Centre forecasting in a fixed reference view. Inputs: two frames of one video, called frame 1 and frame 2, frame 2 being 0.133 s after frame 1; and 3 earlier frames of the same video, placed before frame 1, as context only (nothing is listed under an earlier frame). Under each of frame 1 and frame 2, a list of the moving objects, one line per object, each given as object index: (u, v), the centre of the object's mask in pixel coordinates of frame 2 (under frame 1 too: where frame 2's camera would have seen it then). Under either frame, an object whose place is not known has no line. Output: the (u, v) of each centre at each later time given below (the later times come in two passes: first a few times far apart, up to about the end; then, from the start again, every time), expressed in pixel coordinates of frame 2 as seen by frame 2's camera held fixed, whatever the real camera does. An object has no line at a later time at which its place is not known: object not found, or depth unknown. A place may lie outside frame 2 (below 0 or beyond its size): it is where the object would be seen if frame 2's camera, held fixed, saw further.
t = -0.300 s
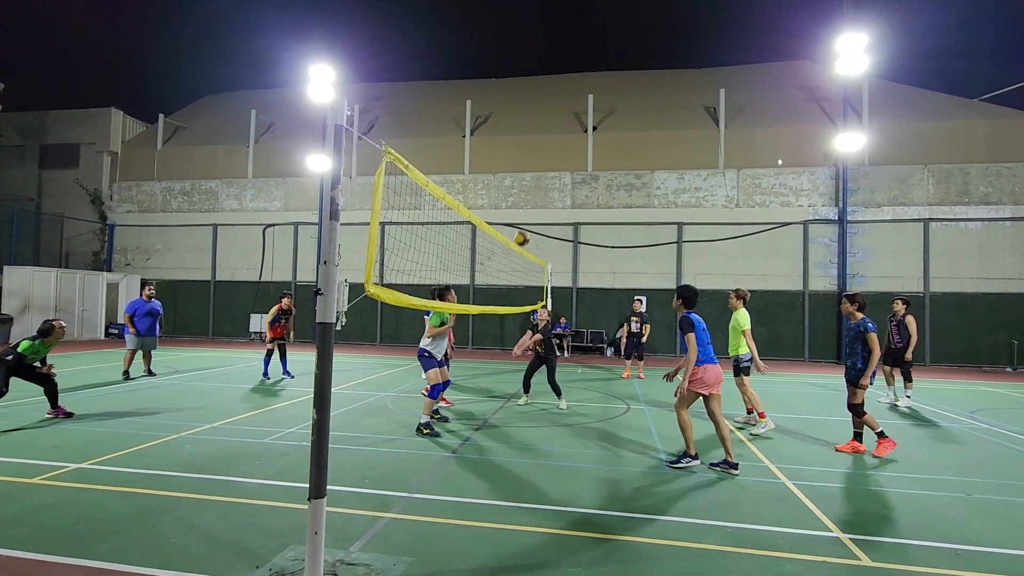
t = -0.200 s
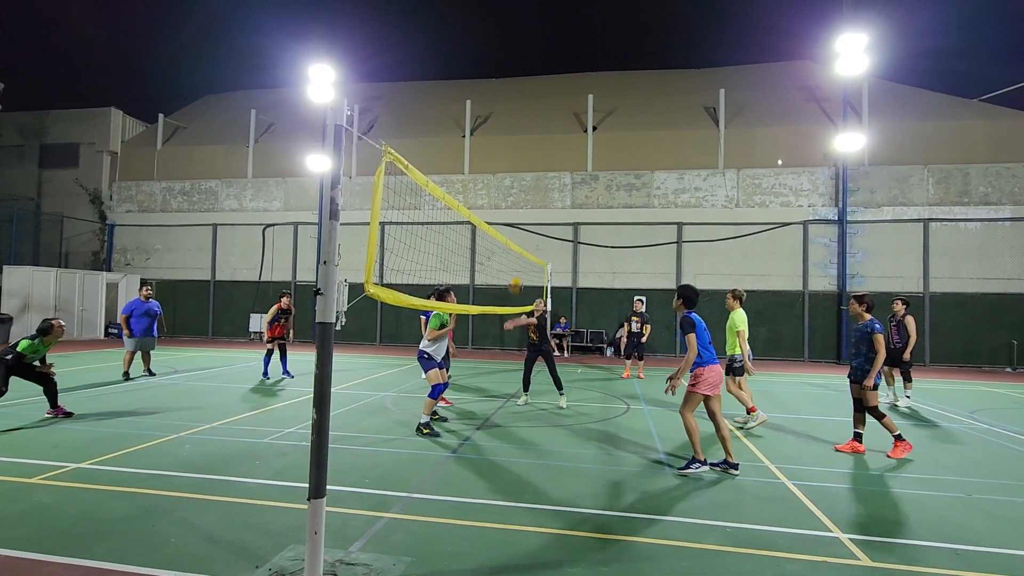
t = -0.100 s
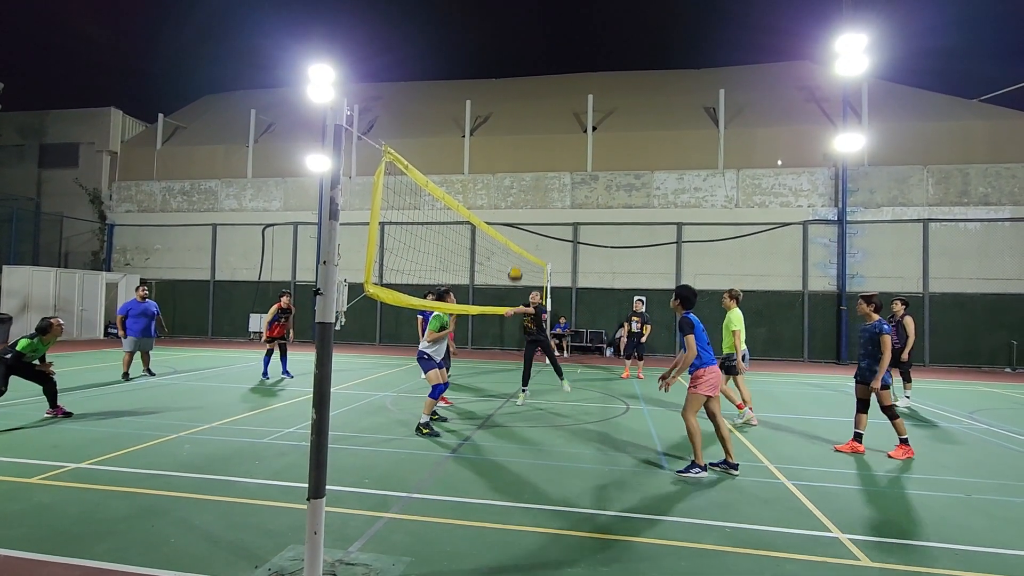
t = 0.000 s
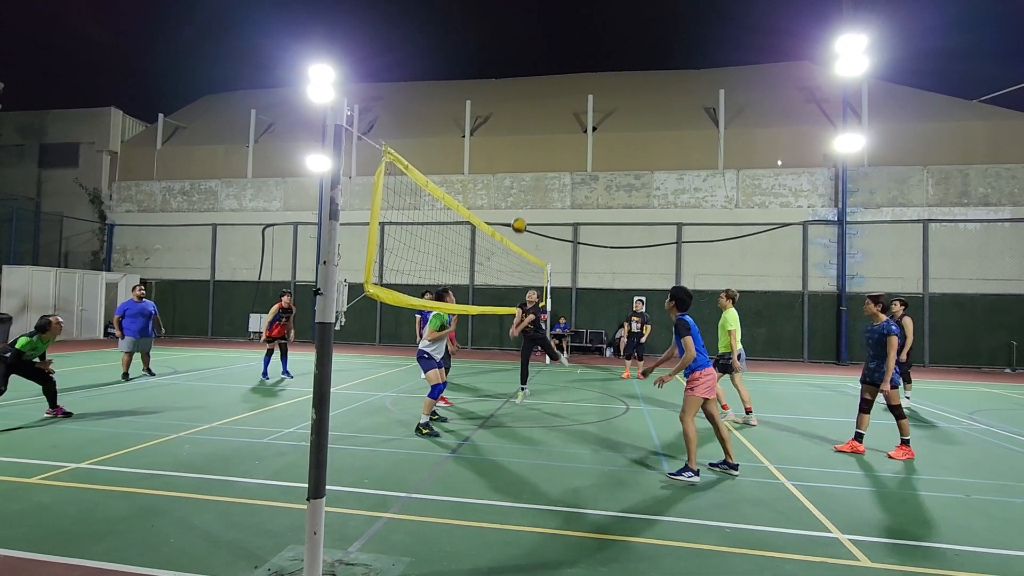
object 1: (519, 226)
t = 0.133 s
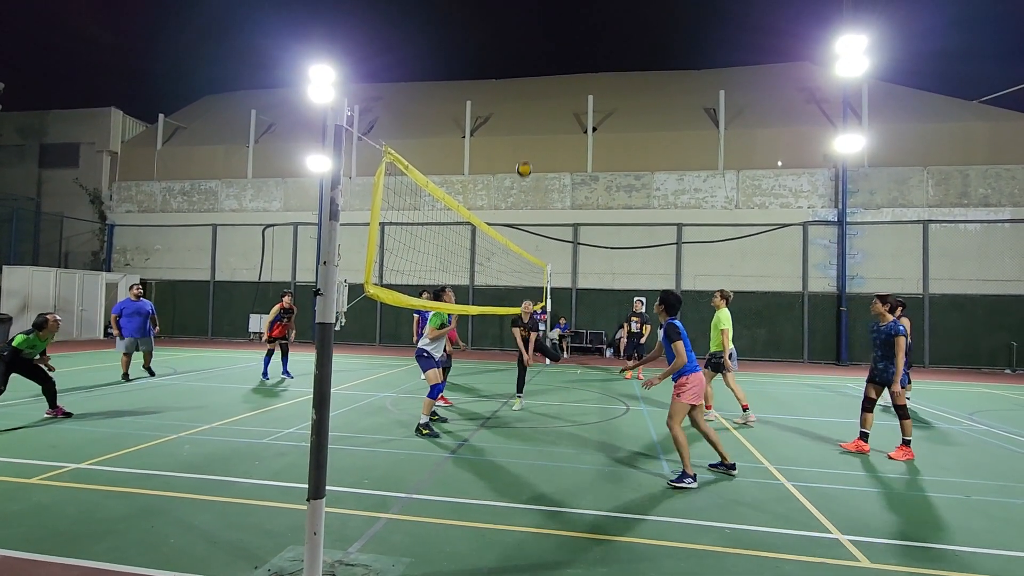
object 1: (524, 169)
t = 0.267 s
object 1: (528, 123)
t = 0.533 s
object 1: (536, 67)
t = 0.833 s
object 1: (543, 68)
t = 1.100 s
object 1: (547, 136)
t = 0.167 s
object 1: (525, 157)
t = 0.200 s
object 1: (526, 145)
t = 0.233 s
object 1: (527, 134)
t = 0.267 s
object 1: (528, 123)
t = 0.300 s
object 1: (530, 113)
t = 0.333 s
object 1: (531, 105)
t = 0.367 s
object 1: (531, 96)
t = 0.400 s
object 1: (532, 89)
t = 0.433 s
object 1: (533, 82)
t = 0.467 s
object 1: (534, 76)
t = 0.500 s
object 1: (535, 71)
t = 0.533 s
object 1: (536, 67)
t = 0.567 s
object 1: (537, 64)
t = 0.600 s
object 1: (538, 61)
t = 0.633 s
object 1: (538, 59)
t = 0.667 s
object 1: (539, 58)
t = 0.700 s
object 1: (540, 58)
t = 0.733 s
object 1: (541, 59)
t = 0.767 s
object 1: (541, 61)
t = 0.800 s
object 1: (542, 64)
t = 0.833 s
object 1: (543, 68)
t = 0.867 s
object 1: (543, 72)
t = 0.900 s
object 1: (544, 78)
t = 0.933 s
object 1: (544, 85)
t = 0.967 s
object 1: (545, 93)
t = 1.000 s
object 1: (545, 102)
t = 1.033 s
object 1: (546, 112)
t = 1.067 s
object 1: (546, 124)
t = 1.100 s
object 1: (547, 136)
